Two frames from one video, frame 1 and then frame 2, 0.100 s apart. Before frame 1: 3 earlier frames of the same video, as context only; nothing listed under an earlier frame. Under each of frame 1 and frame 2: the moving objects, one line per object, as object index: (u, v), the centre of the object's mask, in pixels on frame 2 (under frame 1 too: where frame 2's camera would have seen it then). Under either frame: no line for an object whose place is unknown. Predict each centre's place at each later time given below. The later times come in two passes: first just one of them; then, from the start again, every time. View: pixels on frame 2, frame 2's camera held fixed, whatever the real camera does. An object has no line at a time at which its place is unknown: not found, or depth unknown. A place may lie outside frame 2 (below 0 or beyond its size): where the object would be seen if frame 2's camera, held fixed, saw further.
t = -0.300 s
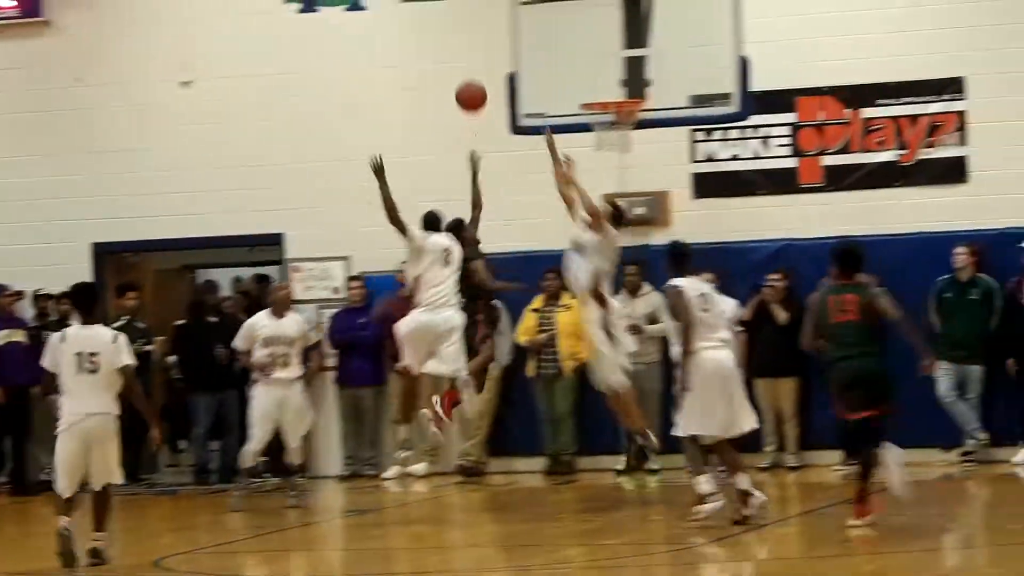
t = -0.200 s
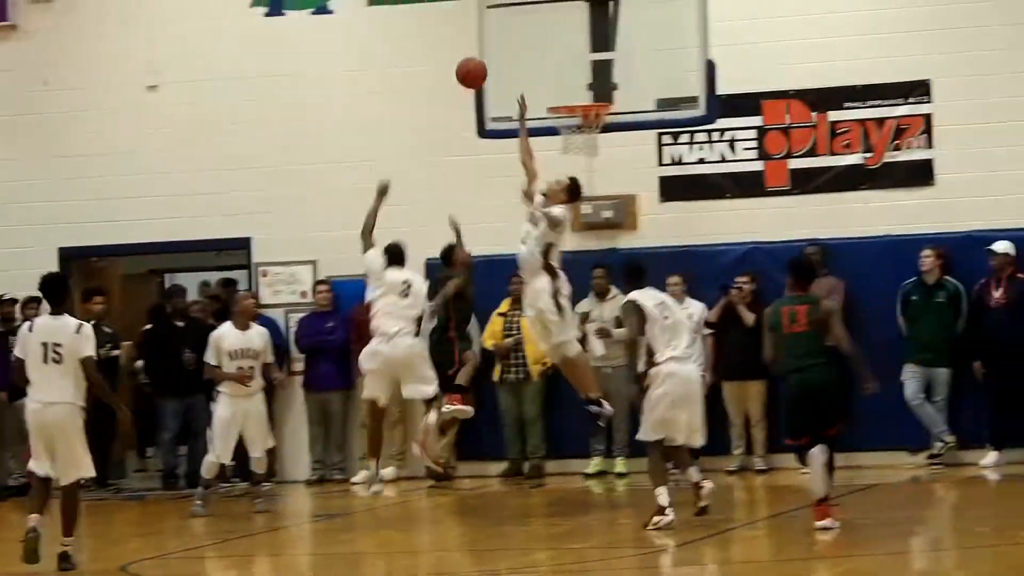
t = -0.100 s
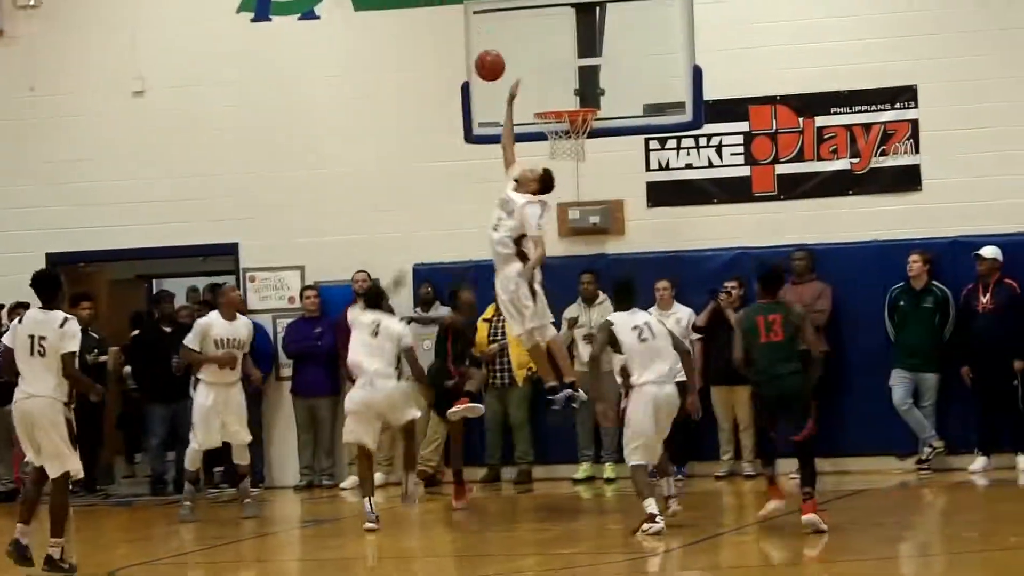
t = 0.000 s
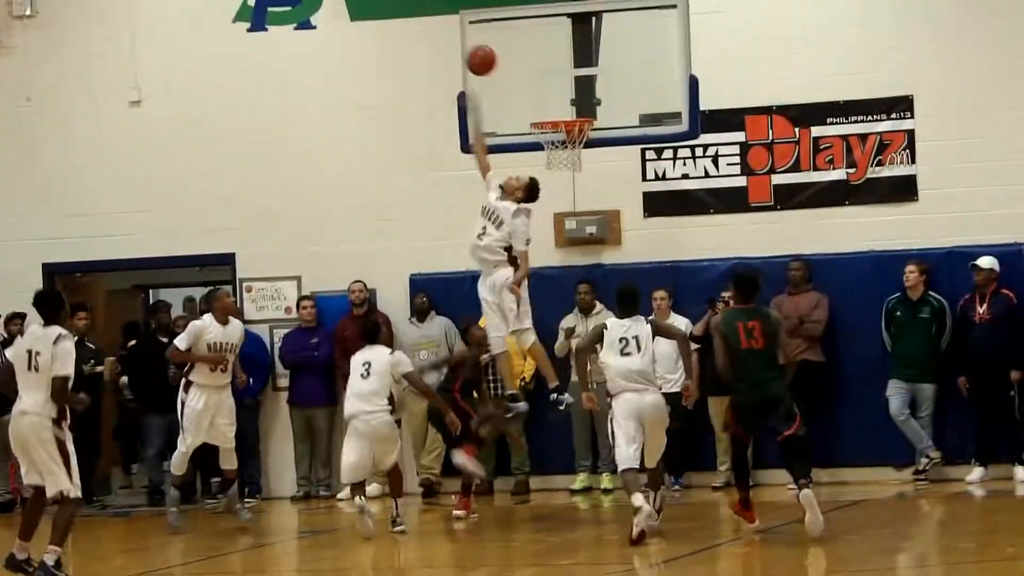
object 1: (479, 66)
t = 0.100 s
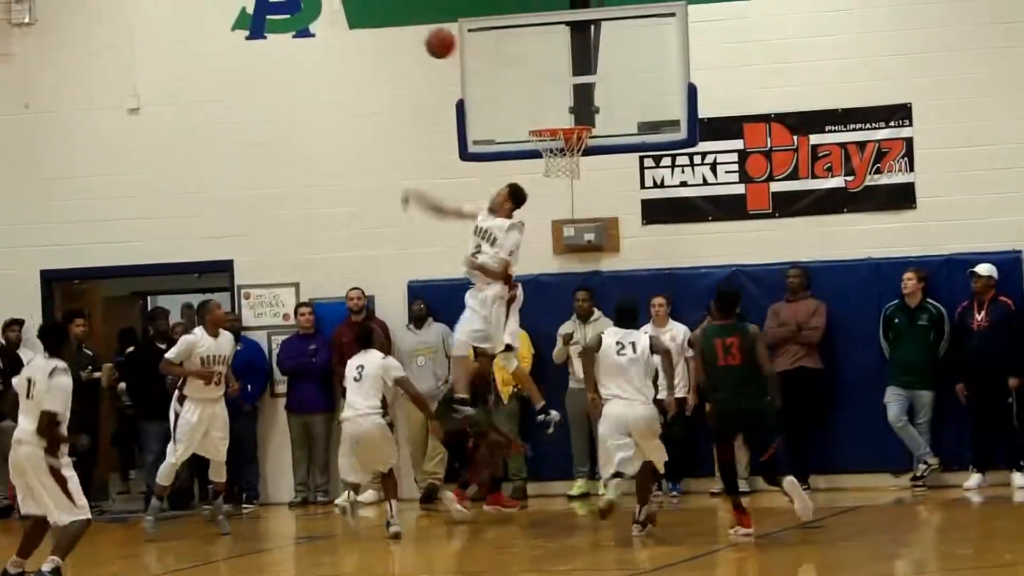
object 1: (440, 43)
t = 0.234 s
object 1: (389, 29)
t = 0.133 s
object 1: (428, 36)
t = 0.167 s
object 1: (416, 32)
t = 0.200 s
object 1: (403, 30)
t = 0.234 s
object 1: (389, 29)
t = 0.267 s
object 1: (377, 29)
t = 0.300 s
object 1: (364, 31)
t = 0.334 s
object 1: (350, 34)
